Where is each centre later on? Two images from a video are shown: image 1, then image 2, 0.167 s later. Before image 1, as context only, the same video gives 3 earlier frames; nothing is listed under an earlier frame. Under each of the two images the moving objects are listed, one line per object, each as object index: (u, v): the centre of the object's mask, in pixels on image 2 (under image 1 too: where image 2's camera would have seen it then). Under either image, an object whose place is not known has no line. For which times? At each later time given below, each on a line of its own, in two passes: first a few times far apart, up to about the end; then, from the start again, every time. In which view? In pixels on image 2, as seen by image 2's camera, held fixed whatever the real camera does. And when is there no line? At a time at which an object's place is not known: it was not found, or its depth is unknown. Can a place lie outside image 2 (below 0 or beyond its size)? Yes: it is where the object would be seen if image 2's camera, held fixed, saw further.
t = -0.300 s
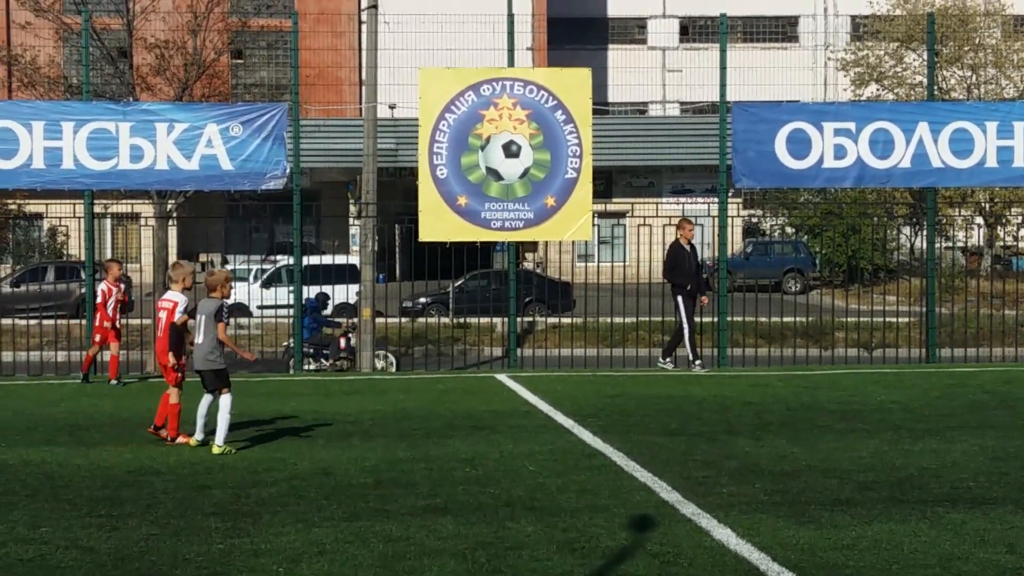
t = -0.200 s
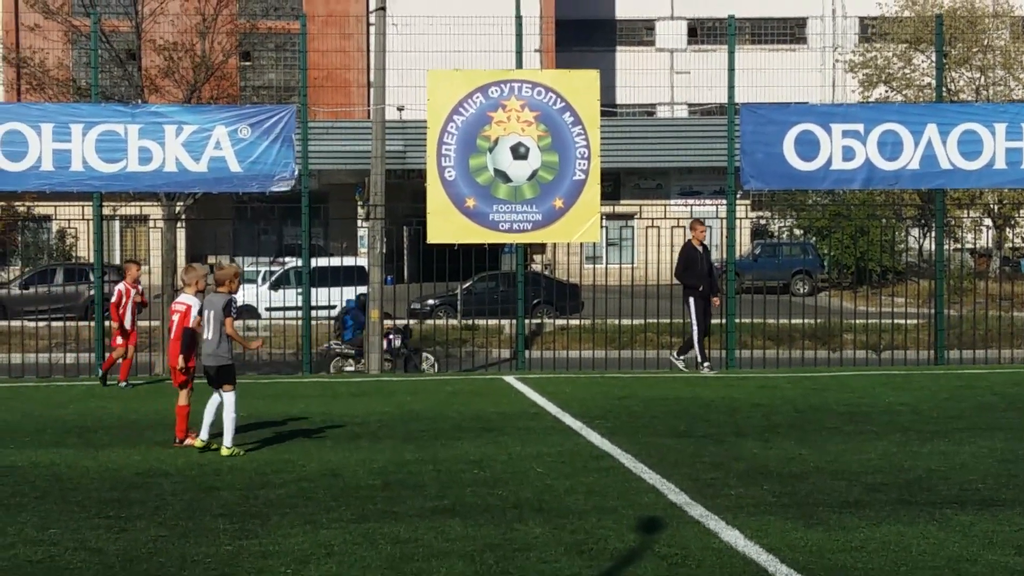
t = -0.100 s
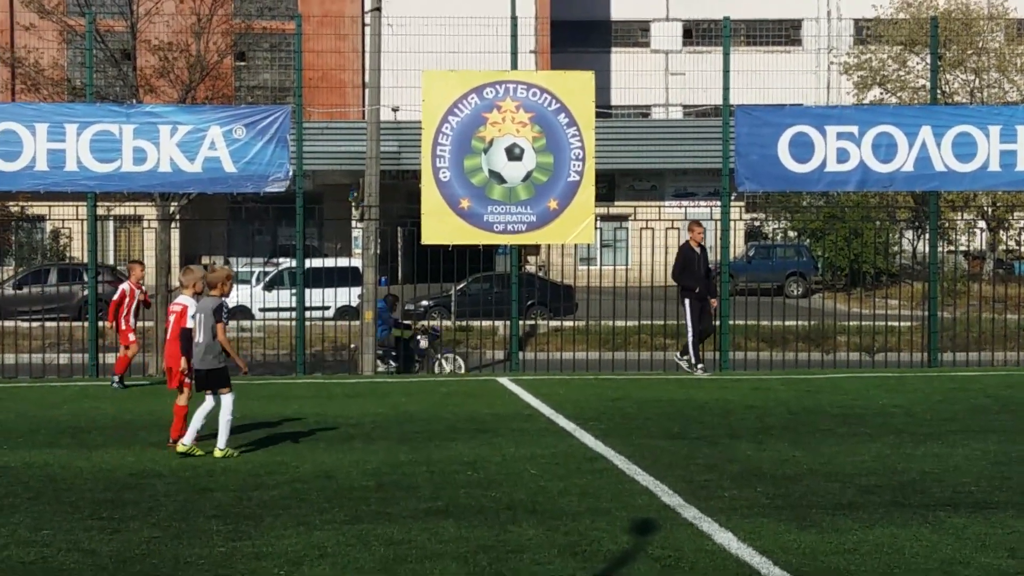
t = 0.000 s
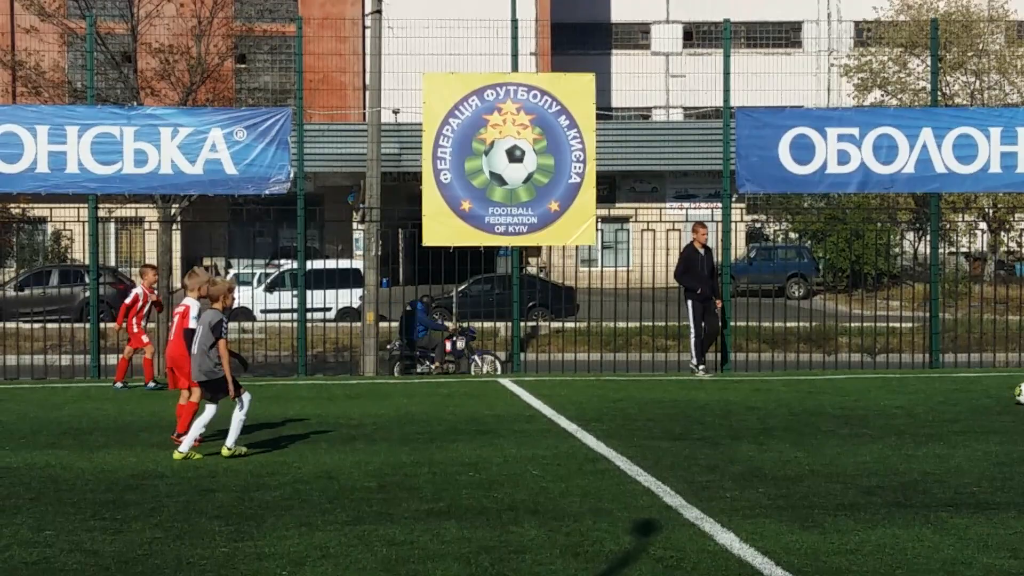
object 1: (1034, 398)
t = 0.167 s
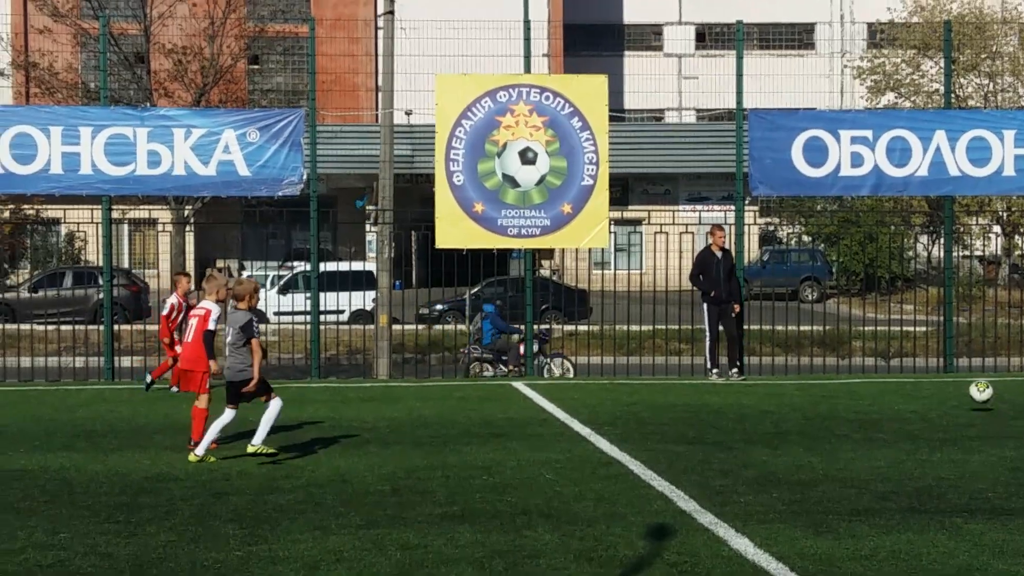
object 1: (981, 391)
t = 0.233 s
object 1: (956, 397)
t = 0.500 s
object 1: (855, 401)
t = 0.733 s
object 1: (770, 401)
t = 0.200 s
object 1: (967, 393)
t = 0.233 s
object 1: (956, 397)
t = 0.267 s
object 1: (944, 400)
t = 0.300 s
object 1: (932, 401)
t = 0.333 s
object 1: (919, 400)
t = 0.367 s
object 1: (906, 399)
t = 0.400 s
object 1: (893, 400)
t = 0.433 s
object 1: (880, 402)
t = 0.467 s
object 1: (867, 401)
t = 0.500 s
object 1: (855, 401)
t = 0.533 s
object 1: (844, 402)
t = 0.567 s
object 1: (832, 402)
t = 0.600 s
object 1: (819, 401)
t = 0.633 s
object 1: (805, 402)
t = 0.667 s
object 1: (793, 401)
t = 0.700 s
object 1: (781, 401)
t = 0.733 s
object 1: (770, 401)
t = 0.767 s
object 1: (757, 401)
